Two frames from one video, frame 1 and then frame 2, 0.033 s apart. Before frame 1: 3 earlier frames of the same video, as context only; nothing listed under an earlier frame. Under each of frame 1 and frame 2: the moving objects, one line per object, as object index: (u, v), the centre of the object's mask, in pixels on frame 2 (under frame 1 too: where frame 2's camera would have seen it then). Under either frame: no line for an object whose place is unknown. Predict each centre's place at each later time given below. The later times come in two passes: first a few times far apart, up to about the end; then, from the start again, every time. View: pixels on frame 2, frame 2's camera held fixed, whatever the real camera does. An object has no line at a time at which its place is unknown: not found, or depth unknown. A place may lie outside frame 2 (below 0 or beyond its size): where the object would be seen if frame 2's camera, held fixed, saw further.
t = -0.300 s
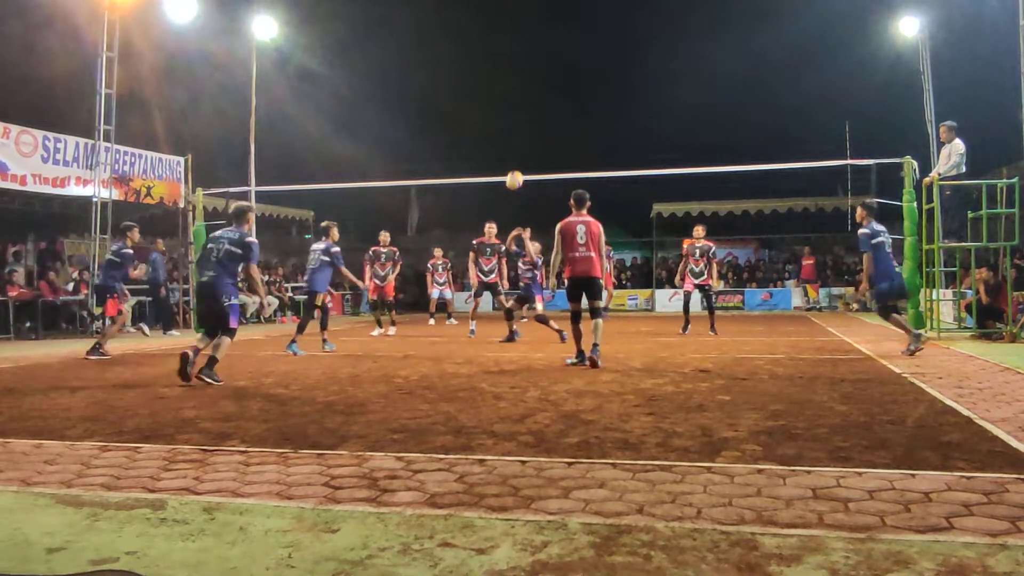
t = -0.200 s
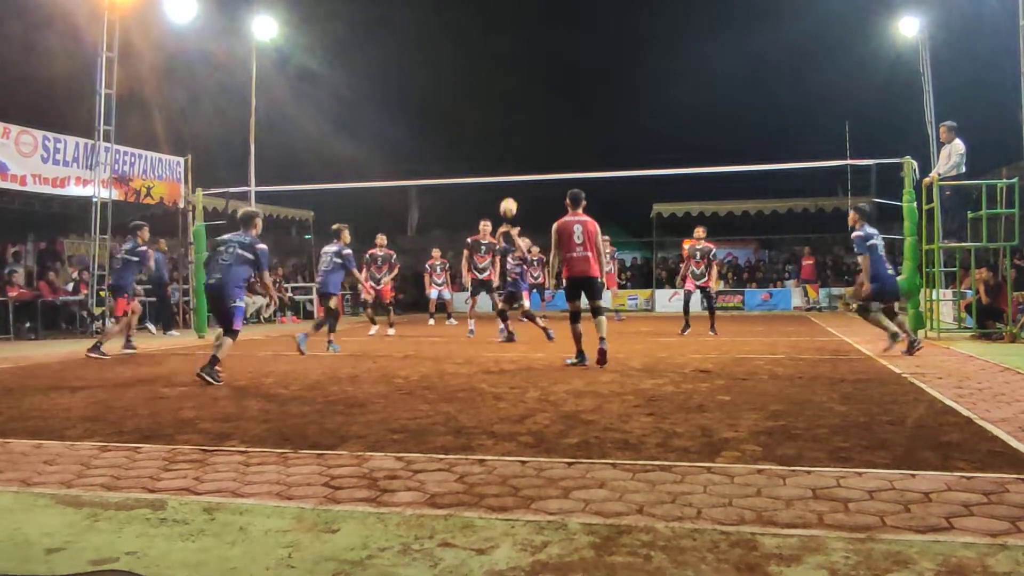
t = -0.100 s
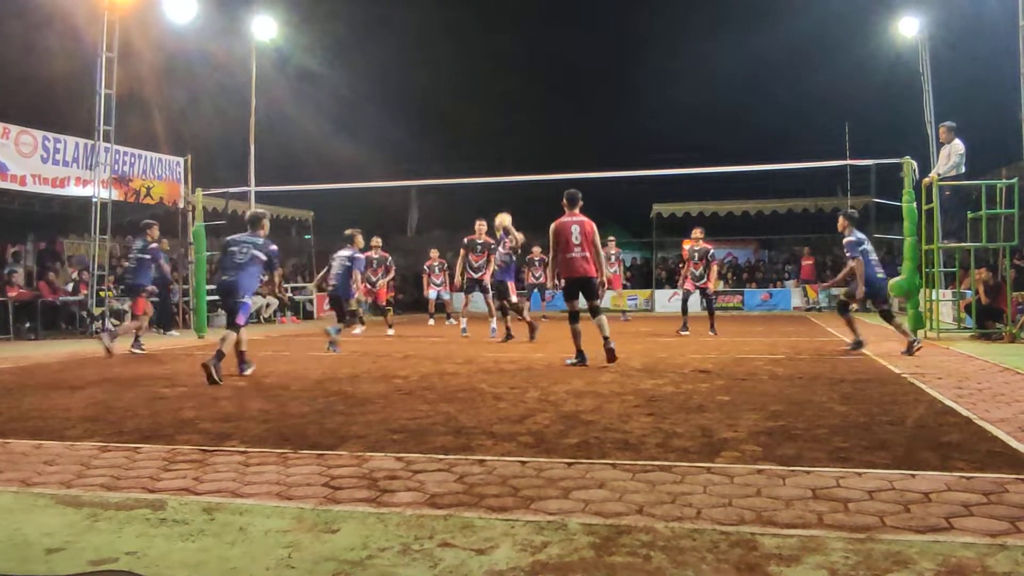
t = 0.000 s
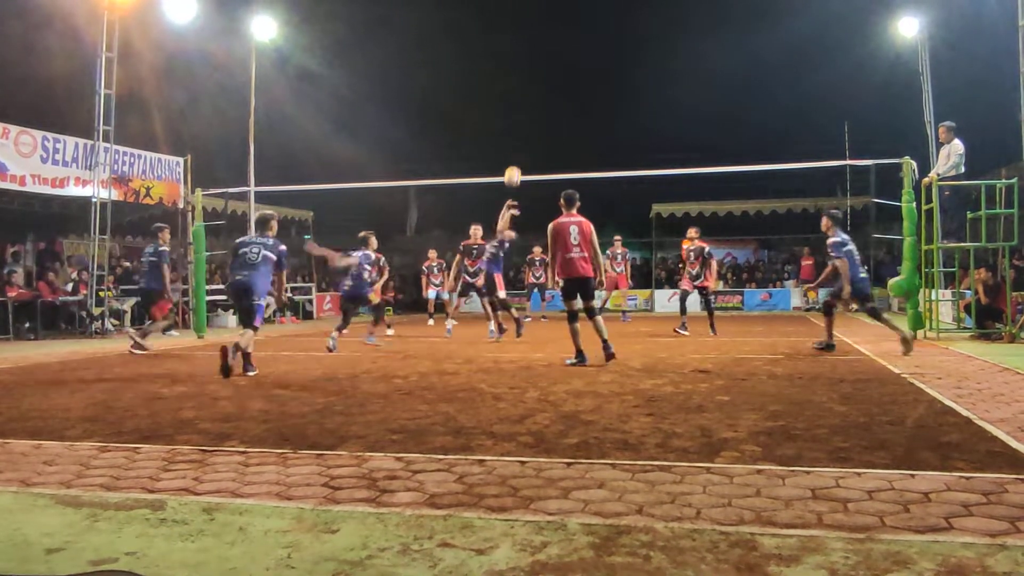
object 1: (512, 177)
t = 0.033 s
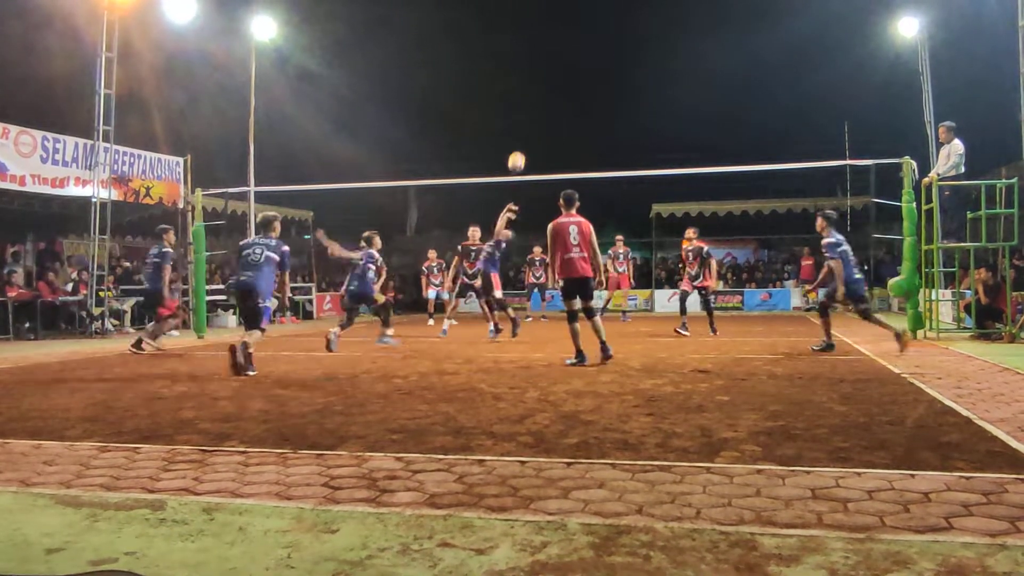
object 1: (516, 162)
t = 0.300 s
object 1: (548, 75)
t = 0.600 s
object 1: (583, 36)
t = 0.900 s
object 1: (621, 58)
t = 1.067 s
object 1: (640, 96)
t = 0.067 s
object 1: (520, 149)
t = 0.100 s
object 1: (524, 136)
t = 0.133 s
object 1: (528, 123)
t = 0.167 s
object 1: (532, 112)
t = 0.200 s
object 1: (536, 102)
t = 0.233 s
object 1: (540, 92)
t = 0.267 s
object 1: (544, 83)
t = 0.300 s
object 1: (548, 75)
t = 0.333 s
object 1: (552, 67)
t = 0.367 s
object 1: (556, 61)
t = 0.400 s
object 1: (559, 55)
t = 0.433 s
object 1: (564, 50)
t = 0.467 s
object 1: (568, 46)
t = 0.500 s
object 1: (571, 42)
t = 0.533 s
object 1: (575, 40)
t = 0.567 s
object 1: (579, 37)
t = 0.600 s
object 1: (583, 36)
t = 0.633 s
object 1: (587, 35)
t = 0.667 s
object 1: (591, 36)
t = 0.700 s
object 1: (595, 36)
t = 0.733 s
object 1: (599, 38)
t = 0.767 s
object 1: (603, 41)
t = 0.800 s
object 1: (607, 44)
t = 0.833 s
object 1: (612, 48)
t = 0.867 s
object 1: (616, 52)
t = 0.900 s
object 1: (621, 58)
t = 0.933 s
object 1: (624, 64)
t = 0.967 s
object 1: (628, 71)
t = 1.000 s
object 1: (632, 79)
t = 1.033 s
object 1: (636, 87)
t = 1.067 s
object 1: (640, 96)
